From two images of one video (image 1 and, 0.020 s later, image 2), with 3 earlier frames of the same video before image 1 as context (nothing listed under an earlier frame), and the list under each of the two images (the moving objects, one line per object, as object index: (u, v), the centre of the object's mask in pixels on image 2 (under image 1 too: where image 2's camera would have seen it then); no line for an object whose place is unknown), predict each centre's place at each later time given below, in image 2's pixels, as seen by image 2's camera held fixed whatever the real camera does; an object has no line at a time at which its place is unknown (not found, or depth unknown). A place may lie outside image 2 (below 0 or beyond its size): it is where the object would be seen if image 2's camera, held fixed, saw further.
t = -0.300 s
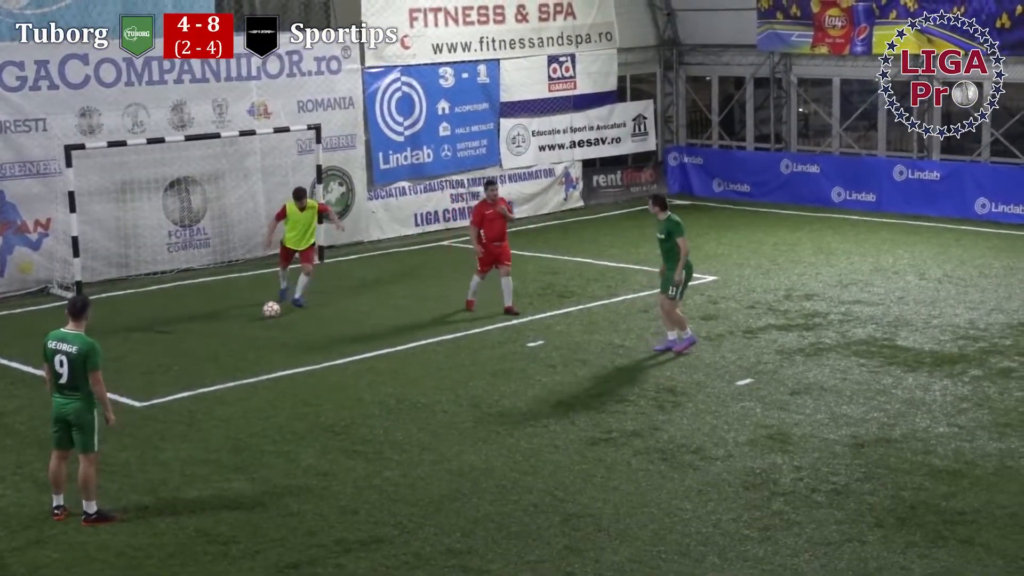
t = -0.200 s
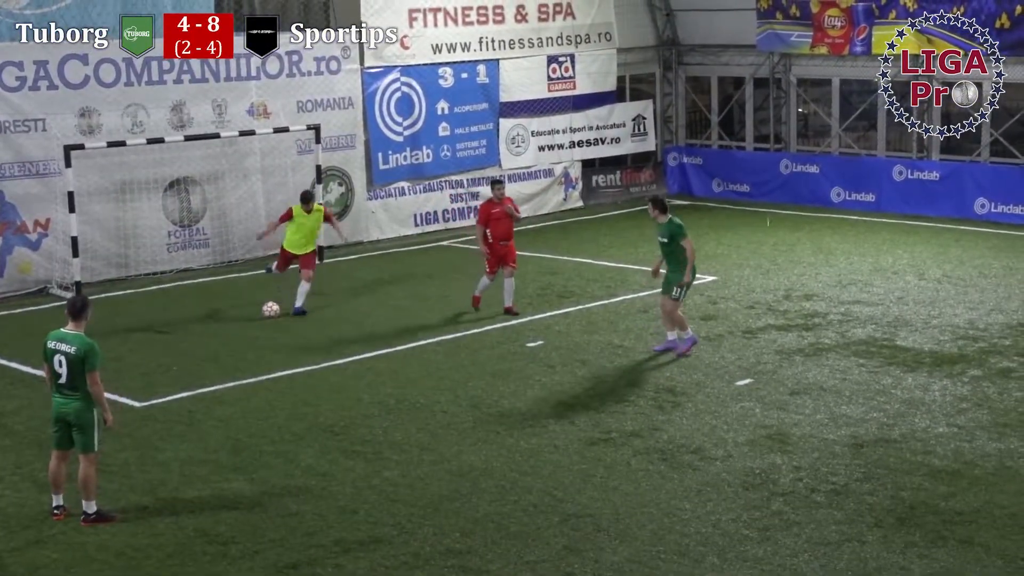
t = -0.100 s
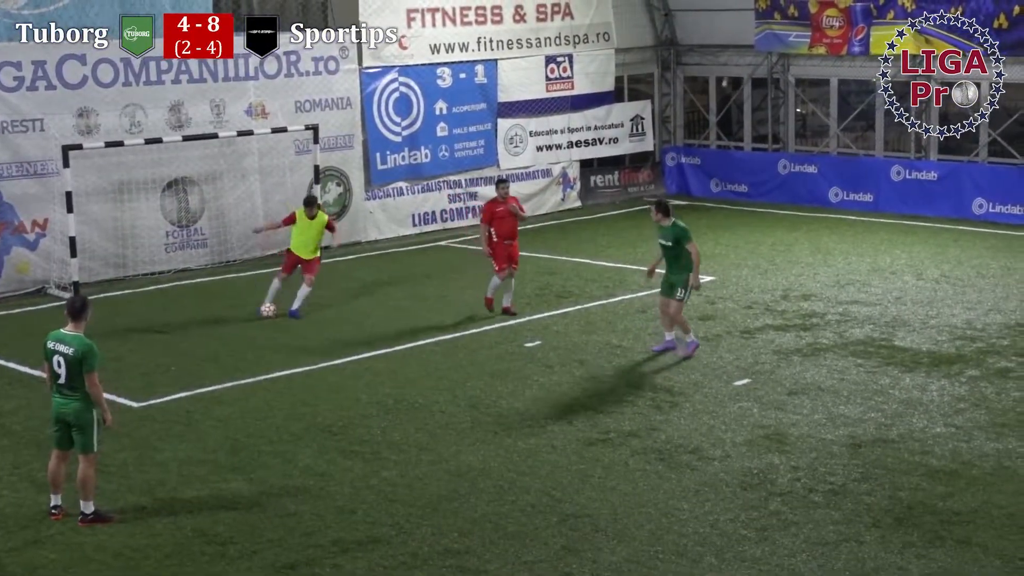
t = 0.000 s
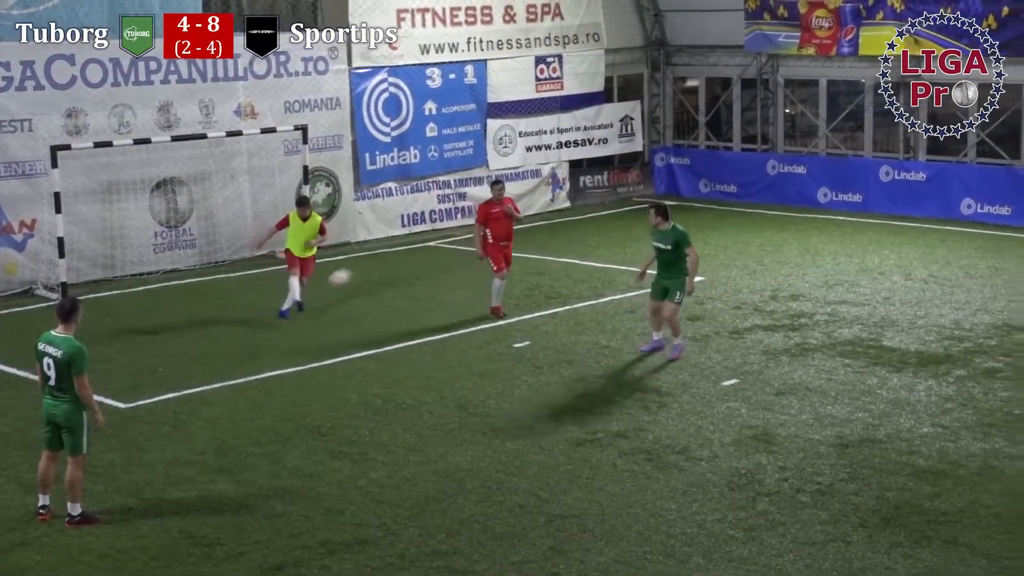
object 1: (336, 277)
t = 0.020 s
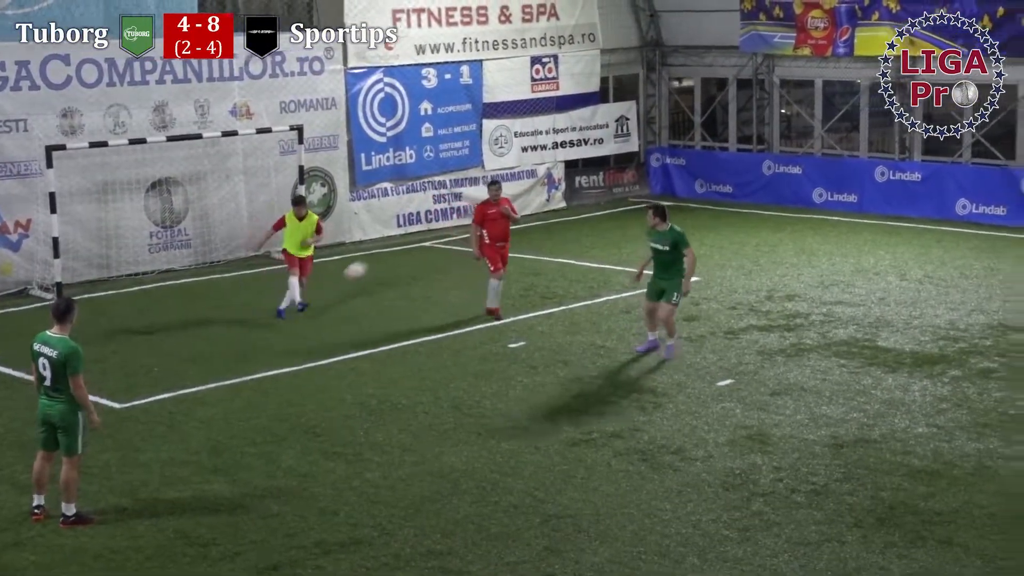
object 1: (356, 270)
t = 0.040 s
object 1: (376, 263)
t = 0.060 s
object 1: (398, 256)
